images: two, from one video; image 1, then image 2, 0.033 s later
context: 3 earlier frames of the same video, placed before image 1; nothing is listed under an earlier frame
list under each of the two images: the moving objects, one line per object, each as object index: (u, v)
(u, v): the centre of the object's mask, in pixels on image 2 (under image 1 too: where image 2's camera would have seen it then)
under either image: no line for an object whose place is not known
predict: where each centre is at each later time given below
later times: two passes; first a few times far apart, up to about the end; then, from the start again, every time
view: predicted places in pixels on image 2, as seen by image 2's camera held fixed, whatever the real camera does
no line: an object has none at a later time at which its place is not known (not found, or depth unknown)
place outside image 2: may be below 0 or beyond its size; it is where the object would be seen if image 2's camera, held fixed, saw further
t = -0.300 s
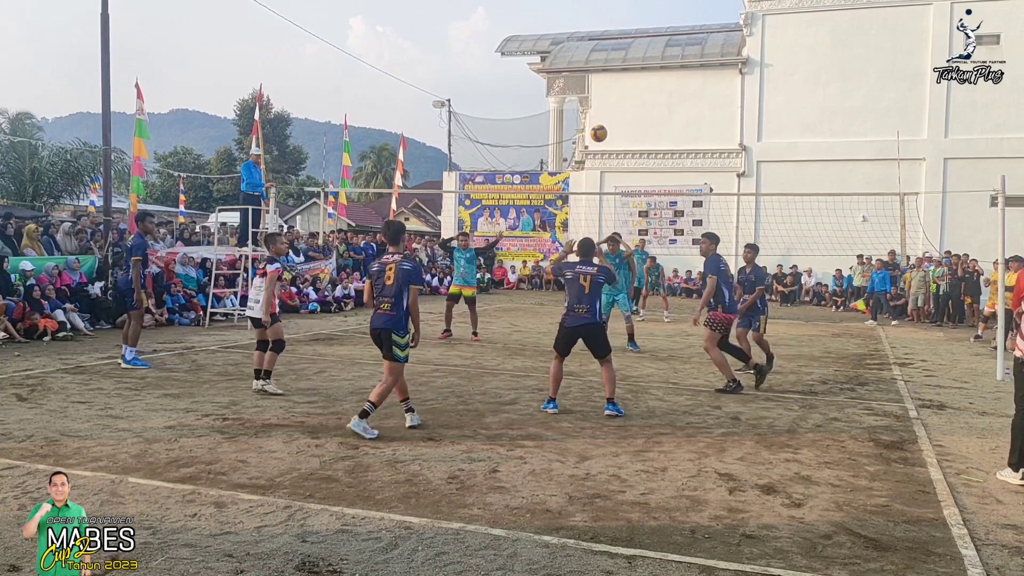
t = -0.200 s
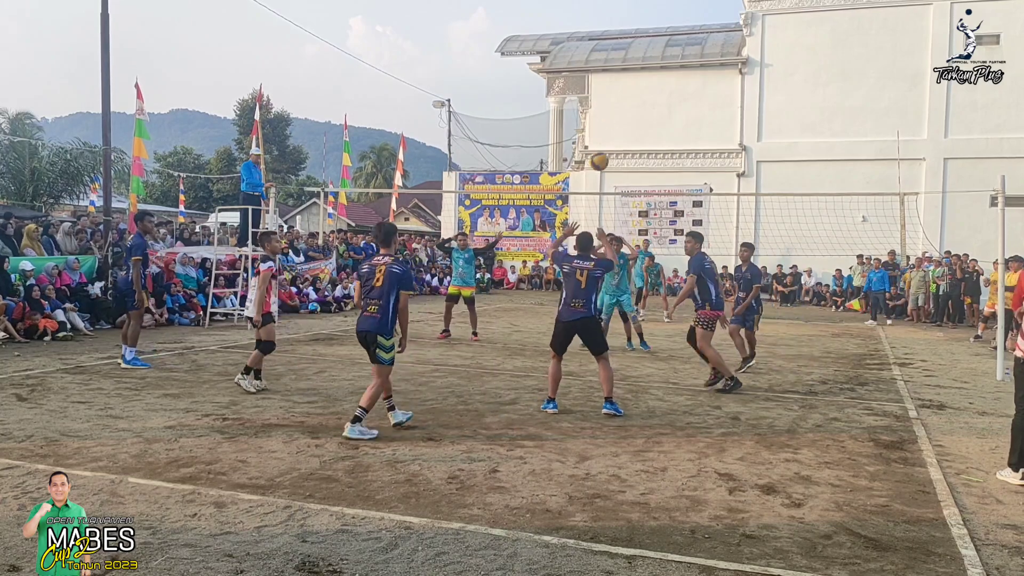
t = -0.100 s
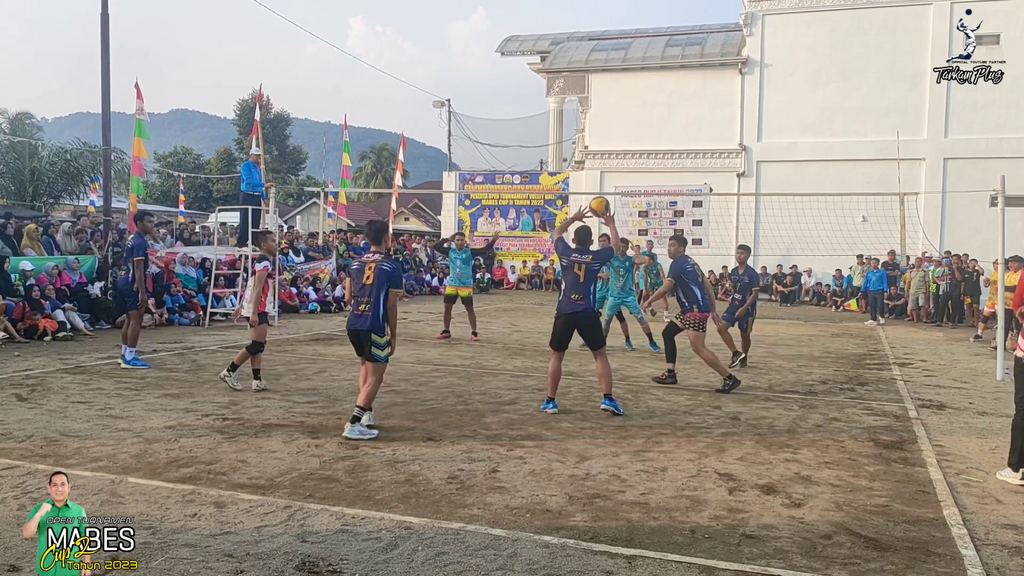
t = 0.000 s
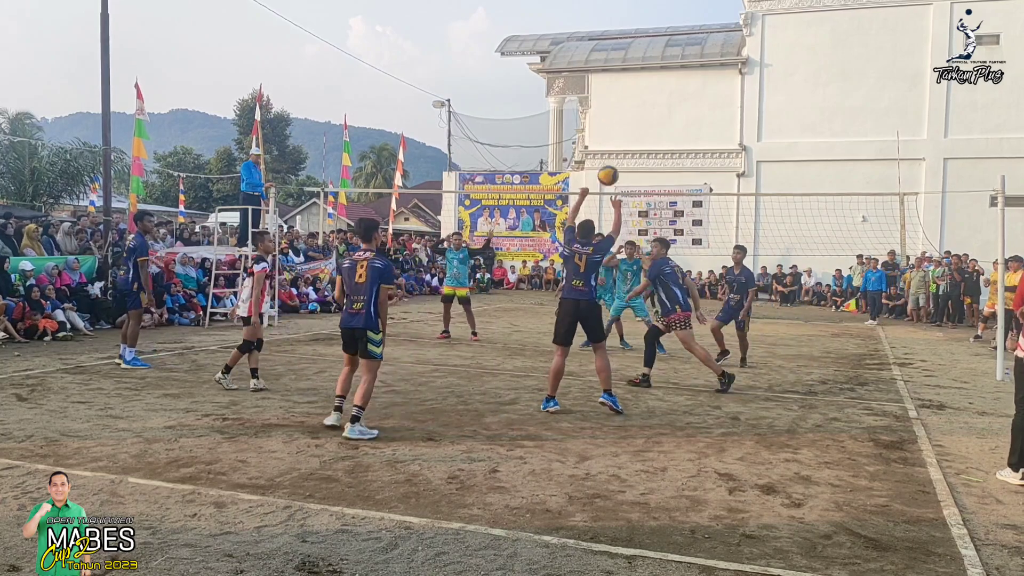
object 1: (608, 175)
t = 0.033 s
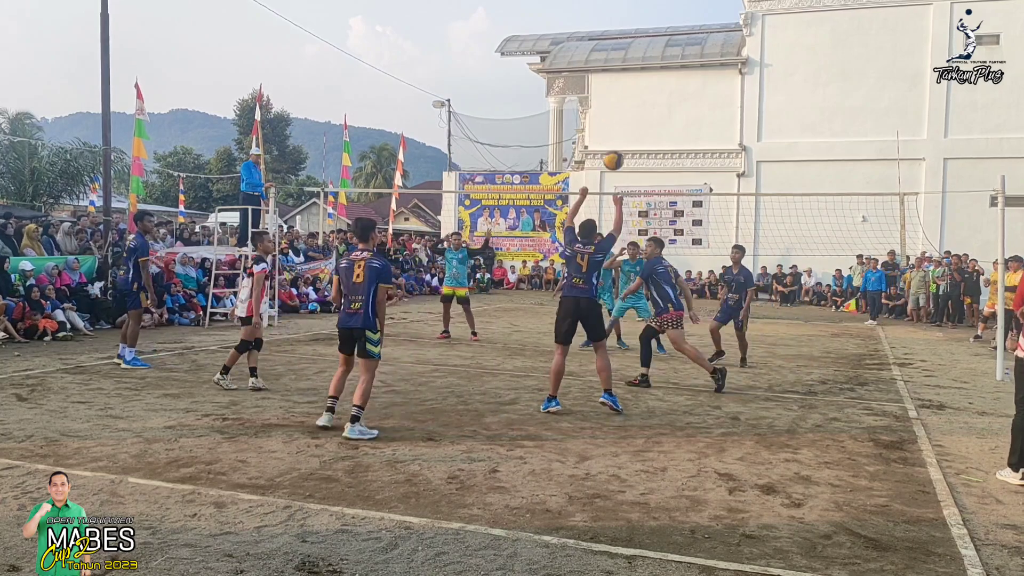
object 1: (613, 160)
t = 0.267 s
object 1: (647, 91)
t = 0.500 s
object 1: (674, 77)
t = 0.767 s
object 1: (698, 114)
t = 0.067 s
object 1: (618, 146)
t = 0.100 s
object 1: (624, 134)
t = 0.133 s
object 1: (628, 123)
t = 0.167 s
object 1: (633, 113)
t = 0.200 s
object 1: (638, 104)
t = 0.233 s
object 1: (642, 97)
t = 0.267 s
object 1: (647, 91)
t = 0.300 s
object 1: (651, 86)
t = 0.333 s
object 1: (655, 82)
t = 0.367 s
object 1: (659, 79)
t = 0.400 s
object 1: (663, 77)
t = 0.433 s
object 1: (667, 76)
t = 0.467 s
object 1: (670, 76)
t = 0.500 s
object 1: (674, 77)
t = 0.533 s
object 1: (677, 79)
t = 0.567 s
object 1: (681, 81)
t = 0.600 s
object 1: (684, 85)
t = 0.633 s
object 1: (687, 89)
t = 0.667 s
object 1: (690, 94)
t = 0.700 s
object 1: (693, 100)
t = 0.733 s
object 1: (696, 107)
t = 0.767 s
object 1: (698, 114)
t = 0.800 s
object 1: (701, 121)
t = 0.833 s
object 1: (703, 130)
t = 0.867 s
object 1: (706, 139)
